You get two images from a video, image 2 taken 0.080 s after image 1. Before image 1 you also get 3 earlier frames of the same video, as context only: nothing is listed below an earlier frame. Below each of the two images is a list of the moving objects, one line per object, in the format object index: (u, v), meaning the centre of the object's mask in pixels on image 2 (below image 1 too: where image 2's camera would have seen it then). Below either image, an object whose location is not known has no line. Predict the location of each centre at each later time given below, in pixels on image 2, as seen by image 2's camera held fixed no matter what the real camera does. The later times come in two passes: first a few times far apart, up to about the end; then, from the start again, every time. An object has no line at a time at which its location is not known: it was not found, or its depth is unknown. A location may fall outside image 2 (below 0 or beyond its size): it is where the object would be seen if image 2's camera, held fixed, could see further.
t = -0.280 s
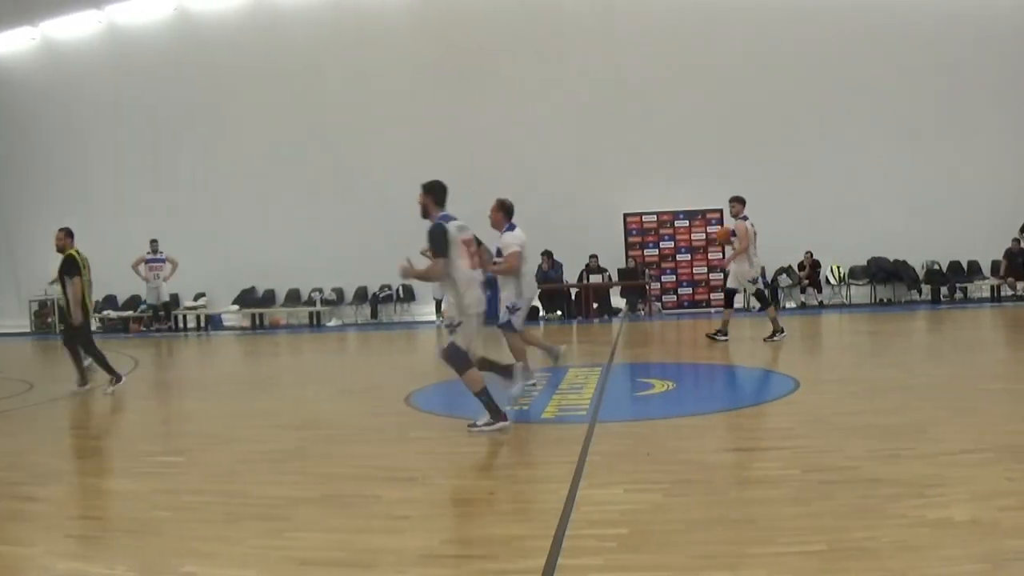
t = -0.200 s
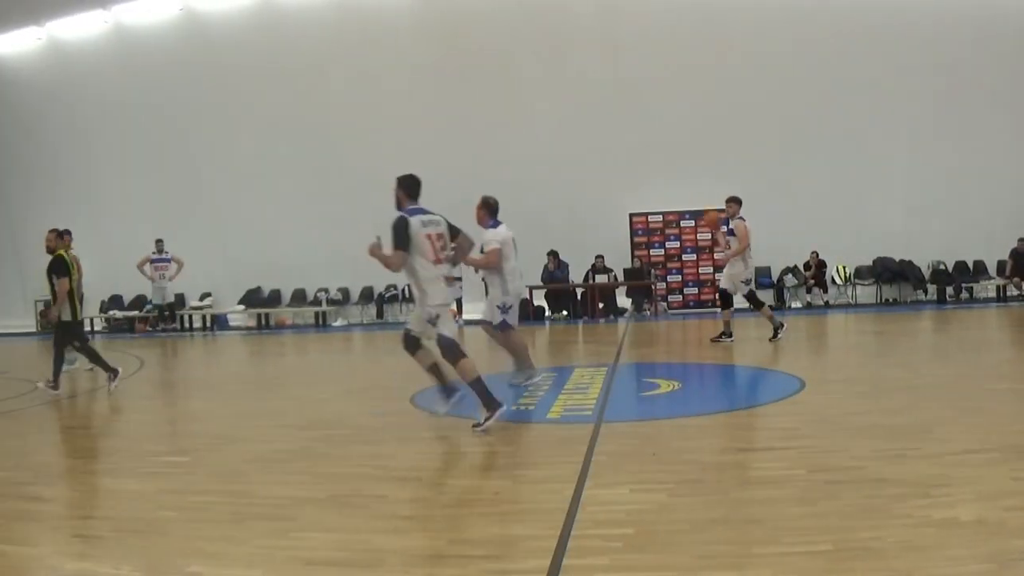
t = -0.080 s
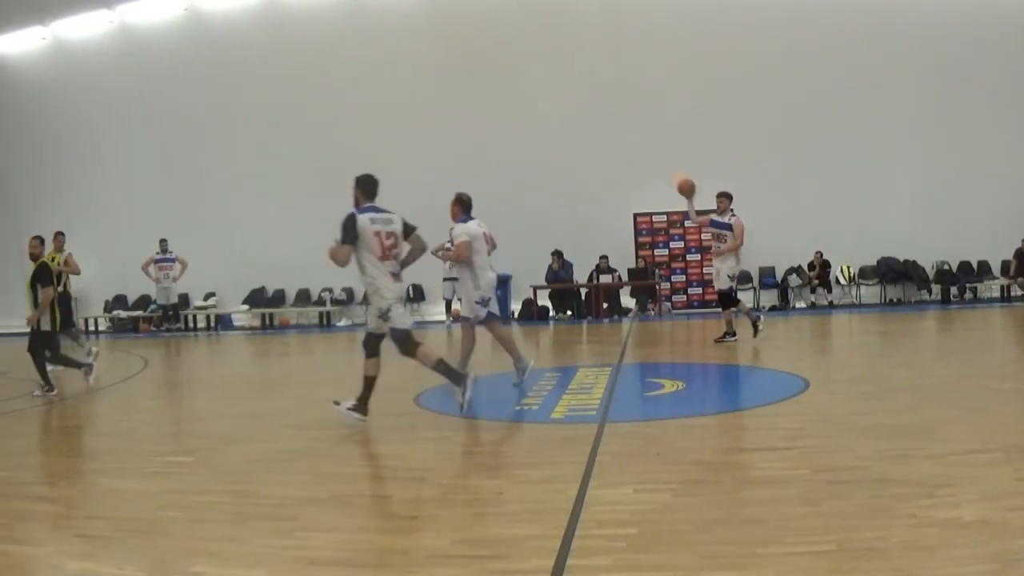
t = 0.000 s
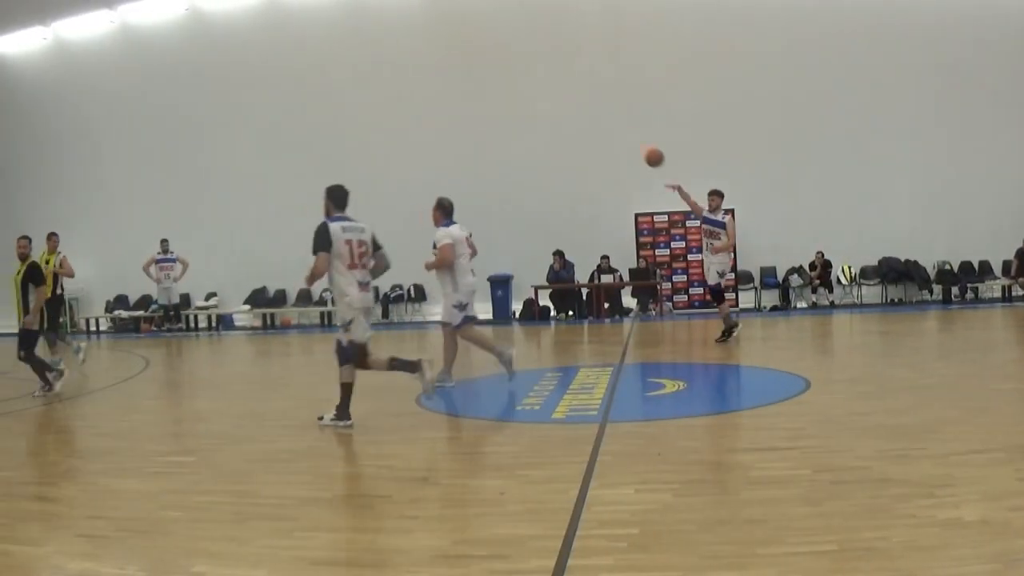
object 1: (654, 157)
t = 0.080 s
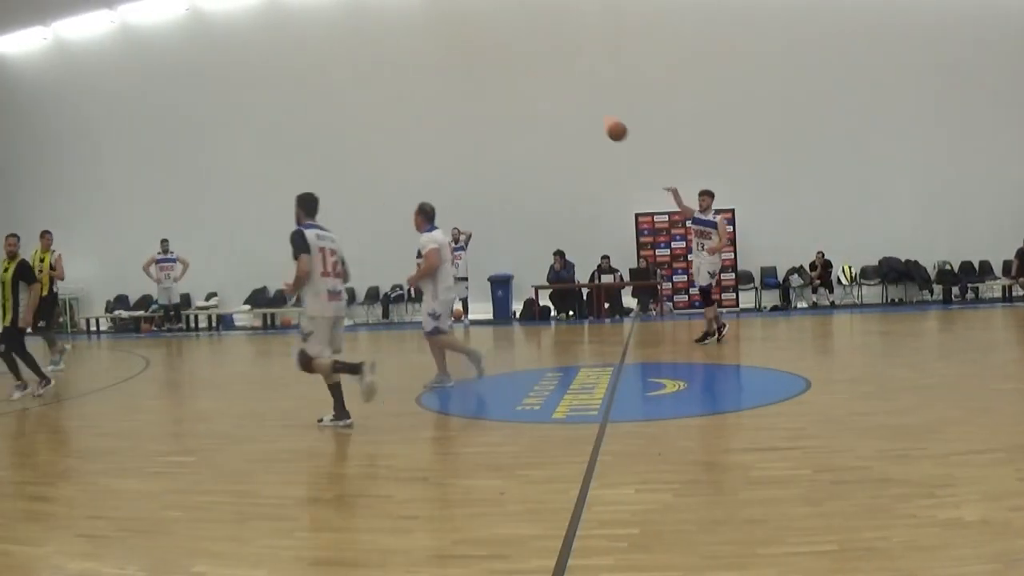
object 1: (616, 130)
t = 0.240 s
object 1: (532, 87)
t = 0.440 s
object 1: (406, 56)
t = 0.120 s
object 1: (596, 119)
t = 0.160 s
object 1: (575, 107)
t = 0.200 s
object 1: (553, 96)
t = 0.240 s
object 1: (532, 87)
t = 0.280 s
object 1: (508, 78)
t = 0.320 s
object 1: (483, 70)
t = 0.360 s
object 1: (458, 64)
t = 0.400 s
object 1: (432, 60)
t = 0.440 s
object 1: (406, 56)
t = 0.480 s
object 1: (378, 53)
